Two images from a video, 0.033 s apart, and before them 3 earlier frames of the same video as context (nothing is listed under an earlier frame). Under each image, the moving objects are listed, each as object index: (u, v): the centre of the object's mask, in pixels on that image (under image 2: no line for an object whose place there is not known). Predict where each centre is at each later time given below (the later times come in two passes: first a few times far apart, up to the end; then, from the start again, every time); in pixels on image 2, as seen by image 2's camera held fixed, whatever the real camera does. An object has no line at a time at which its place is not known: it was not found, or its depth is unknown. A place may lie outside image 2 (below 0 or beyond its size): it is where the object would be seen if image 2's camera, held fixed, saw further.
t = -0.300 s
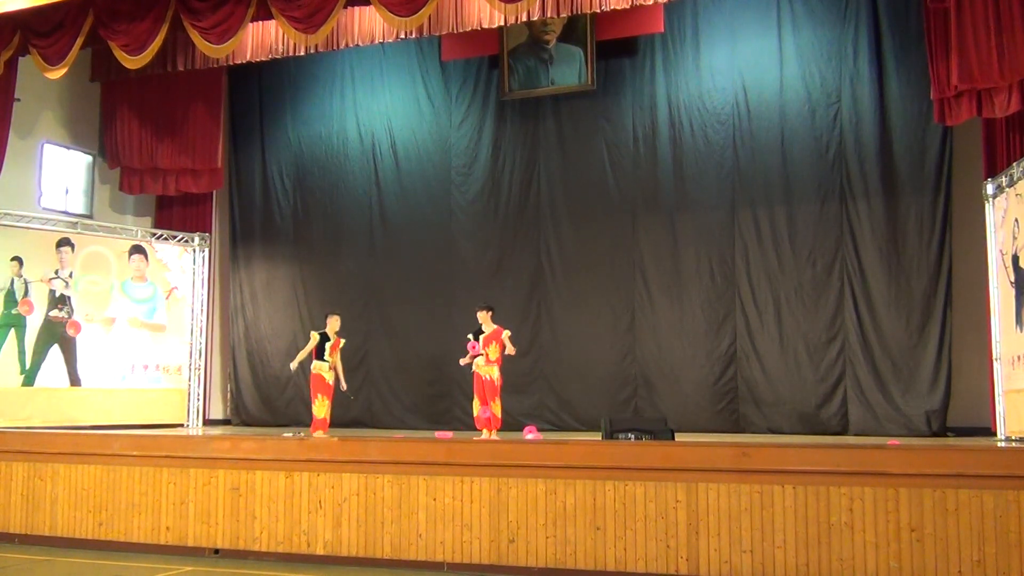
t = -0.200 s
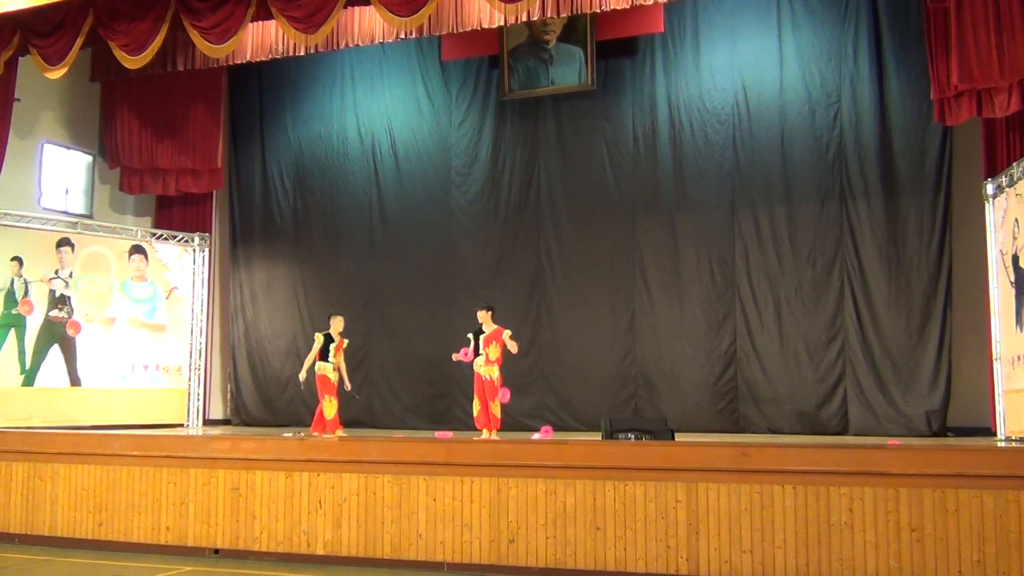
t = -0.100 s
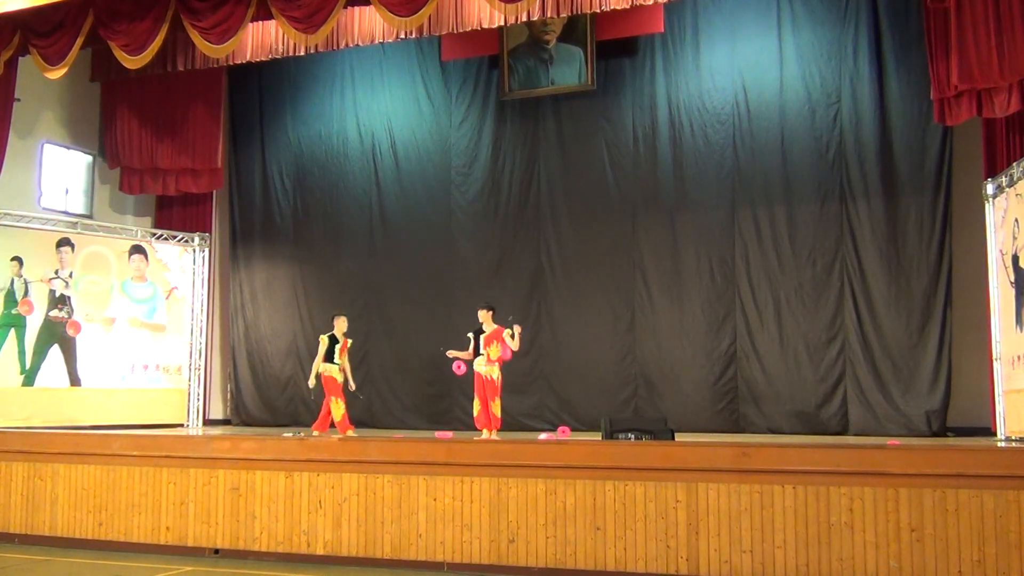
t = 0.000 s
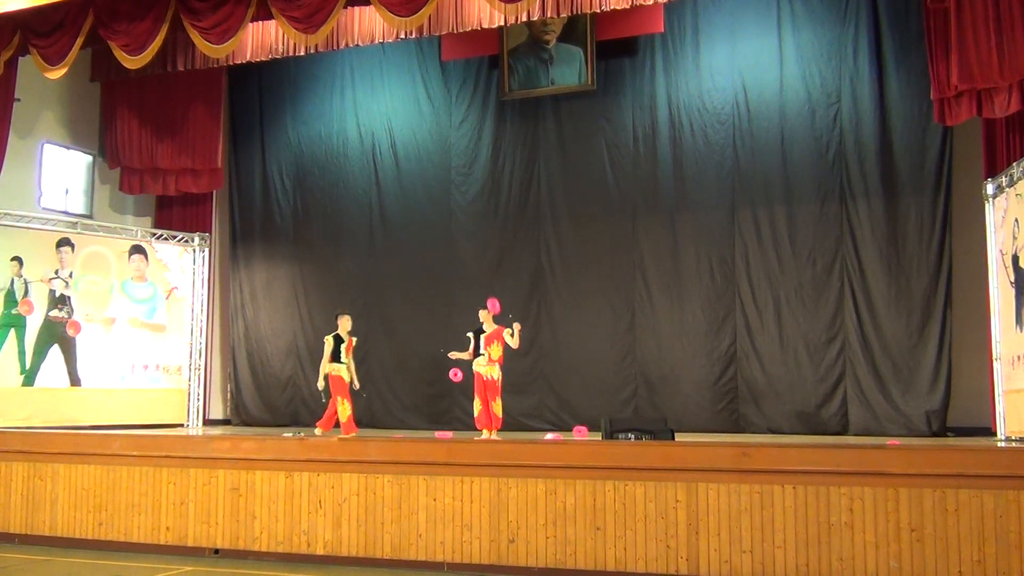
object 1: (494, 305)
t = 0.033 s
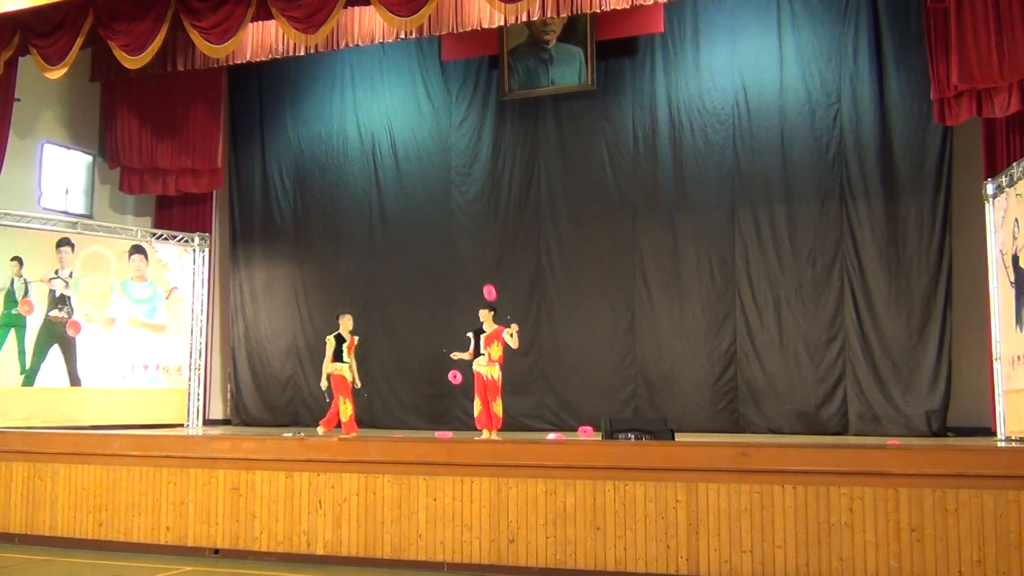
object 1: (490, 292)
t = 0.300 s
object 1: (461, 217)
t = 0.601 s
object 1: (426, 200)
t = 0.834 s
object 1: (399, 234)
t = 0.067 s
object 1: (486, 279)
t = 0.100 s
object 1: (482, 267)
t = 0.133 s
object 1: (478, 257)
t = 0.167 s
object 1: (474, 247)
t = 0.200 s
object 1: (470, 237)
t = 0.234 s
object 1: (467, 229)
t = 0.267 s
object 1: (464, 222)
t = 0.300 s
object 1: (461, 217)
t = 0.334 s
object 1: (457, 213)
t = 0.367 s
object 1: (453, 208)
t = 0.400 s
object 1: (449, 204)
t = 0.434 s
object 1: (445, 201)
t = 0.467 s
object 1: (441, 199)
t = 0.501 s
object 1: (437, 198)
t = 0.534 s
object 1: (434, 198)
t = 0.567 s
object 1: (430, 198)
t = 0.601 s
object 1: (426, 200)
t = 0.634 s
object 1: (422, 203)
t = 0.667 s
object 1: (418, 206)
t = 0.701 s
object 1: (415, 210)
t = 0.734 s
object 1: (411, 214)
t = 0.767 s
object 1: (407, 220)
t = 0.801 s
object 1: (403, 227)
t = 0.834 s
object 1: (399, 234)
